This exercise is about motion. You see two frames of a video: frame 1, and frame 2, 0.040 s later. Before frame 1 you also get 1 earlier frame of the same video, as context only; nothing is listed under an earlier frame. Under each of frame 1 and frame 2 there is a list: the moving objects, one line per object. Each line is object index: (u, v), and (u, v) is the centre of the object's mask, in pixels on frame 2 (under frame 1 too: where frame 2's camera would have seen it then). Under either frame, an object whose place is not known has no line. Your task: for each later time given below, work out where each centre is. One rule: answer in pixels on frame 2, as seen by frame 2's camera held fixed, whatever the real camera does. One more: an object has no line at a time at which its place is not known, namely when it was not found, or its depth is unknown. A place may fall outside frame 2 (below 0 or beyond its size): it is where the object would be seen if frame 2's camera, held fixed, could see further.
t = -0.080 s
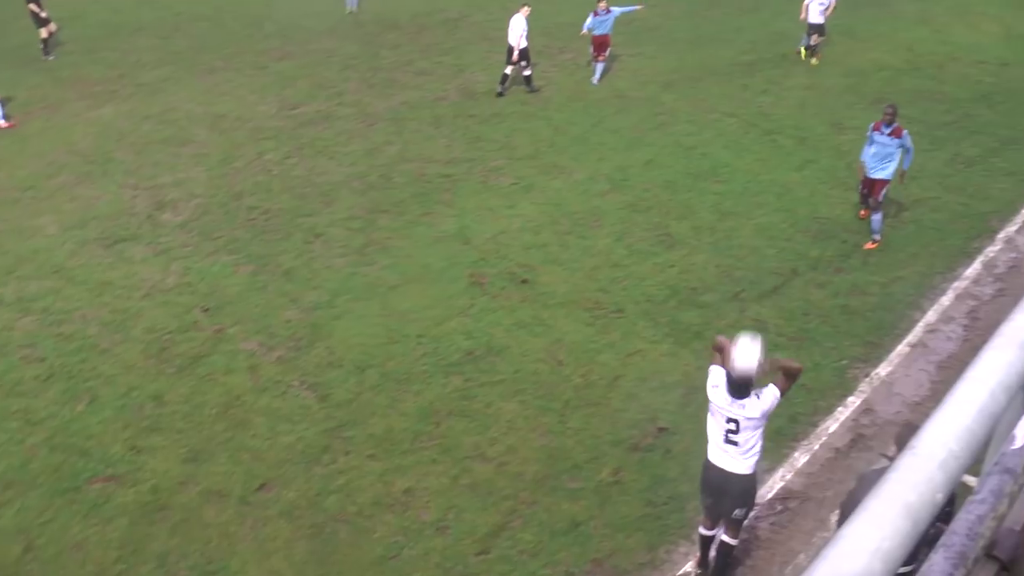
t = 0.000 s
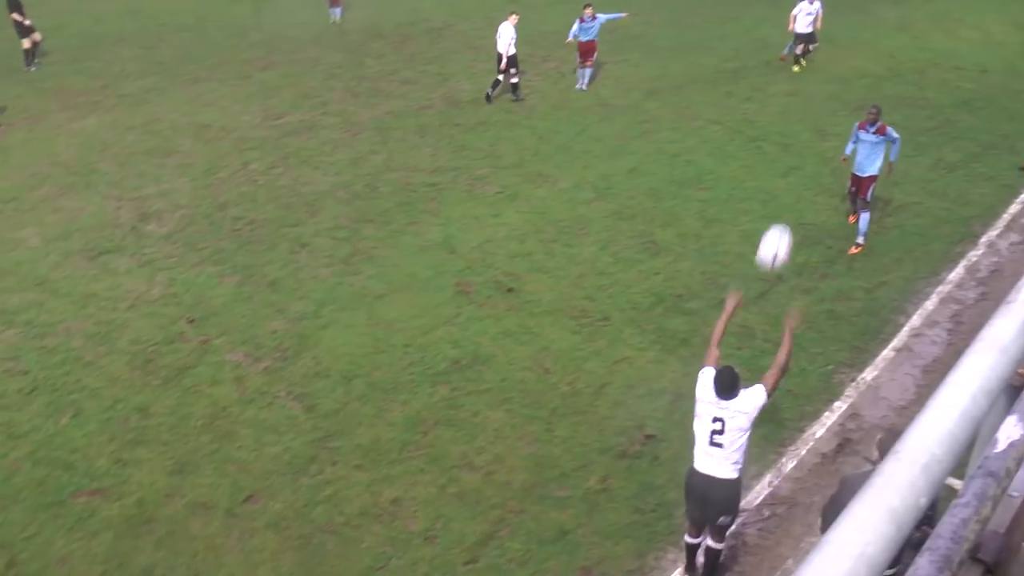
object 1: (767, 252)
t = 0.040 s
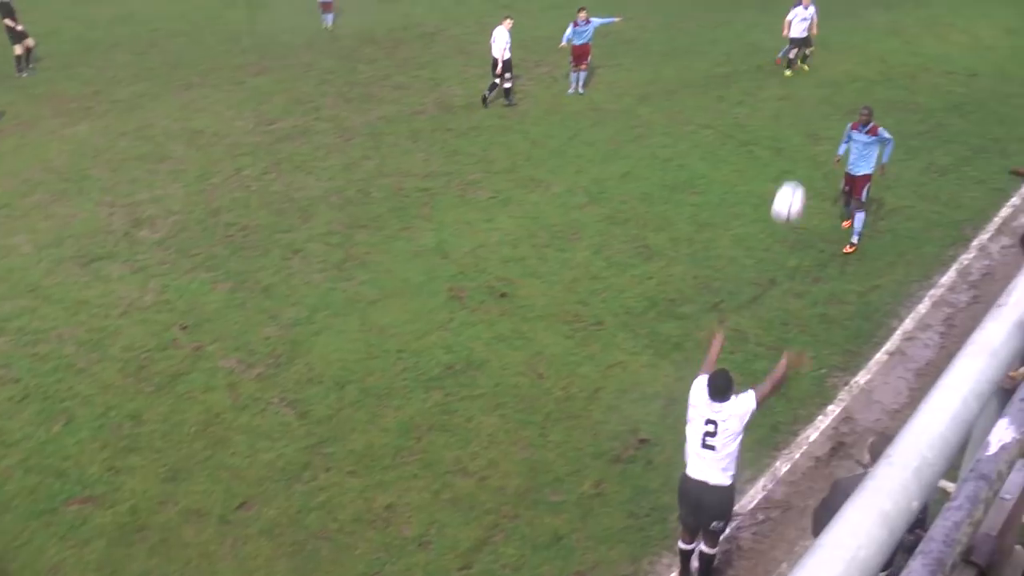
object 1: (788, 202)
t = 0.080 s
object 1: (808, 160)
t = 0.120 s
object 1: (824, 125)
